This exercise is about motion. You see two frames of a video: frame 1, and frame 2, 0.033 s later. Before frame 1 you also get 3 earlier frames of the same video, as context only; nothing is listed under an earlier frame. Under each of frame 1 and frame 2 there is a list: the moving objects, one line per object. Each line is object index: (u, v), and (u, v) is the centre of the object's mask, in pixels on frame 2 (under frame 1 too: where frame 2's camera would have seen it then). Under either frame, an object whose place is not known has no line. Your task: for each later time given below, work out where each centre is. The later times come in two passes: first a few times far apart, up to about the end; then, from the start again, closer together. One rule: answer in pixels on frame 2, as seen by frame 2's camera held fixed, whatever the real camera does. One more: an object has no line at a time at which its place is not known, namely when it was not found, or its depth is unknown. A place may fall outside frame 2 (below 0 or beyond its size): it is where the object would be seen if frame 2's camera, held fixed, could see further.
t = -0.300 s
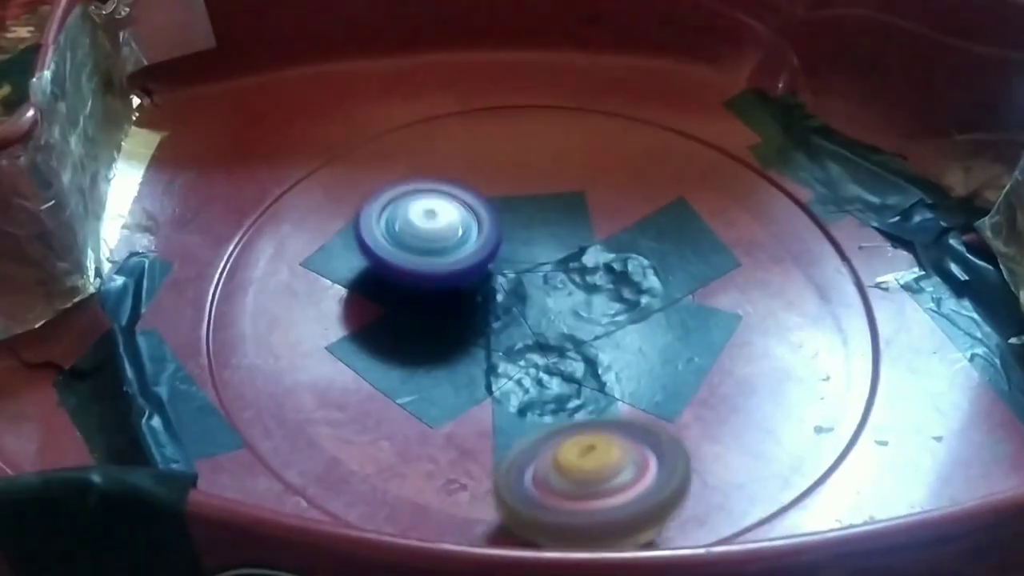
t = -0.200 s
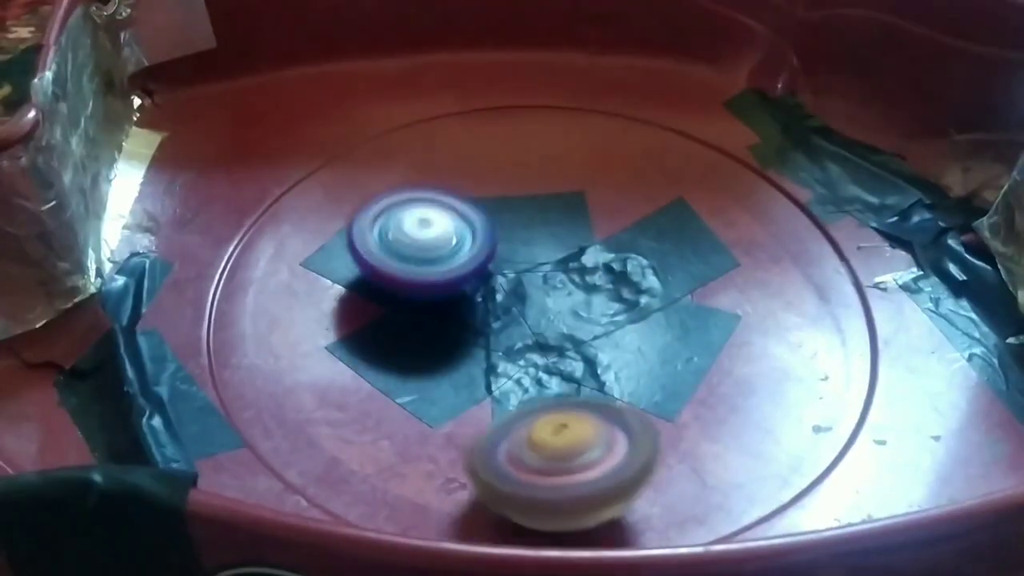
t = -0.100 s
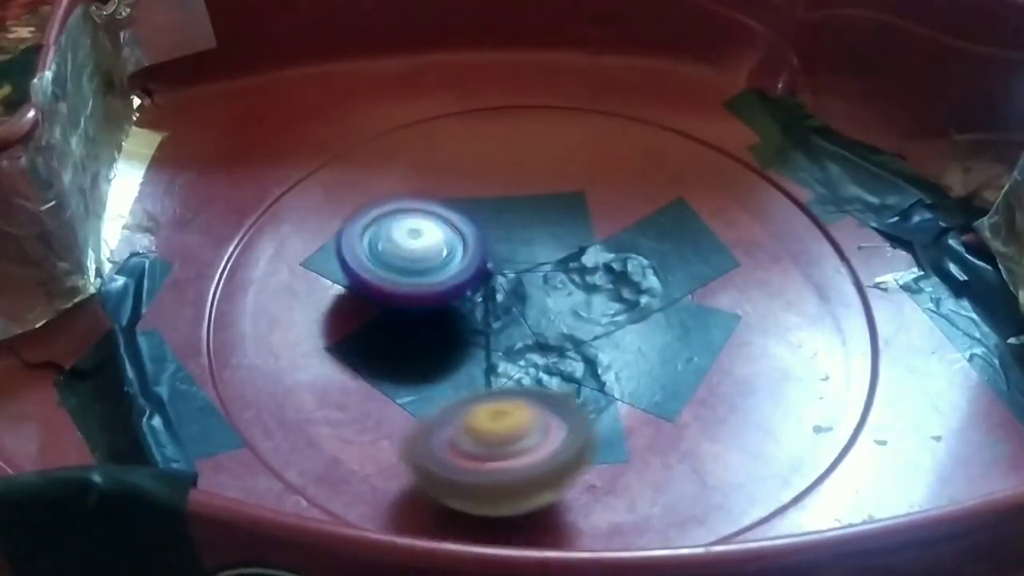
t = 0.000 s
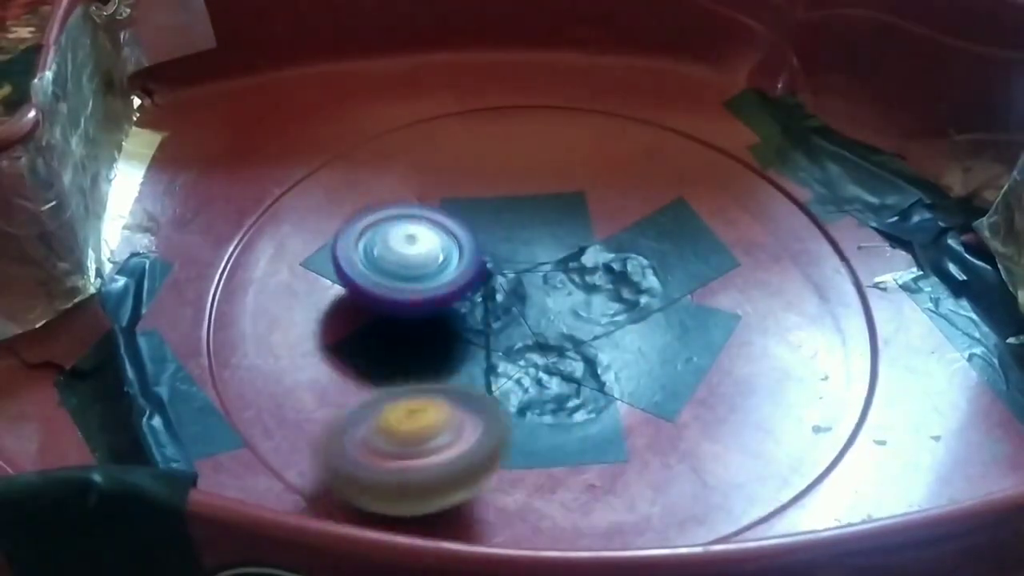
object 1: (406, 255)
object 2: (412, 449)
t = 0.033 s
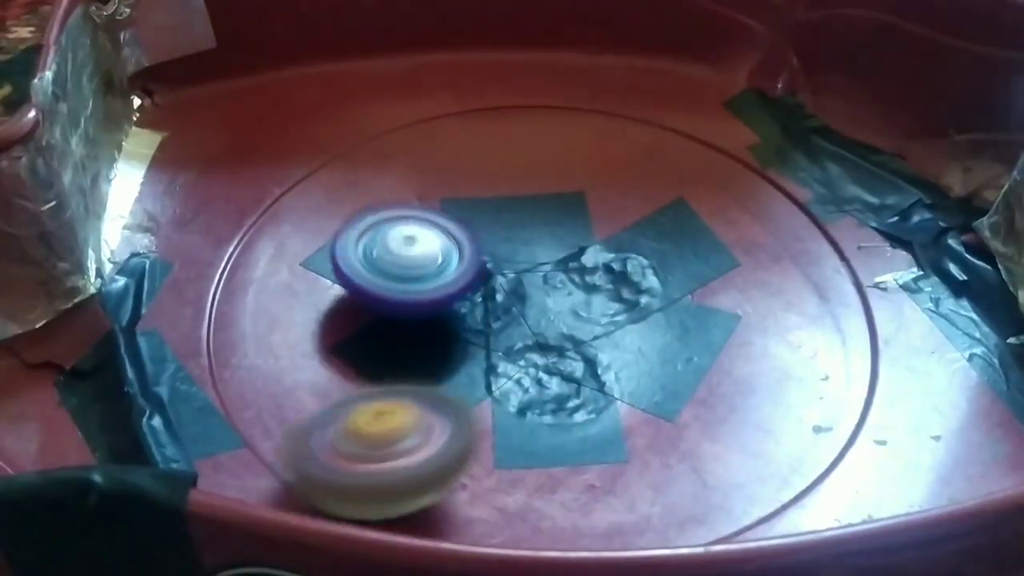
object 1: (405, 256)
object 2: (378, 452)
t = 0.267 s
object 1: (406, 254)
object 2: (257, 446)
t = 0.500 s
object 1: (411, 259)
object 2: (255, 454)
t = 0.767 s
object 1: (453, 308)
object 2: (286, 456)
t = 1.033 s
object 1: (454, 328)
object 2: (348, 437)
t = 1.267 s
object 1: (553, 328)
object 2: (288, 365)
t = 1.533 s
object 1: (563, 326)
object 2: (201, 274)
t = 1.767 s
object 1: (563, 332)
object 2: (191, 222)
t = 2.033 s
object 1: (562, 335)
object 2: (215, 224)
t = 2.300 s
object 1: (570, 344)
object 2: (478, 225)
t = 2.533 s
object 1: (564, 313)
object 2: (409, 91)
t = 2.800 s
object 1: (567, 313)
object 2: (179, 134)
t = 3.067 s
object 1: (786, 314)
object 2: (343, 352)
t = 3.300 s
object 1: (951, 302)
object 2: (587, 402)
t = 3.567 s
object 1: (948, 318)
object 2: (740, 143)
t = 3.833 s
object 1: (883, 319)
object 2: (340, 126)
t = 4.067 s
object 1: (758, 311)
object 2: (289, 433)
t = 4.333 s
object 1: (650, 279)
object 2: (919, 362)
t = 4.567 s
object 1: (651, 237)
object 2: (681, 137)
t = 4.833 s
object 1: (627, 218)
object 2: (212, 152)
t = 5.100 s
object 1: (604, 212)
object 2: (418, 408)
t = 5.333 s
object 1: (607, 213)
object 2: (807, 333)
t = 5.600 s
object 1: (603, 213)
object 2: (739, 136)
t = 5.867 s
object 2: (461, 97)
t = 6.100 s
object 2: (288, 246)
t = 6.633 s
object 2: (586, 308)
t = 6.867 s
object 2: (469, 178)
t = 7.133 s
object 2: (228, 208)
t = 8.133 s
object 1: (763, 168)
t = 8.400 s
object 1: (673, 187)
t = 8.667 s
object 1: (567, 157)
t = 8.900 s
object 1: (498, 185)
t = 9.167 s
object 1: (477, 121)
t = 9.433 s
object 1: (510, 129)
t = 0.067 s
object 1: (405, 255)
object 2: (349, 455)
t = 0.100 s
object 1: (407, 255)
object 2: (321, 452)
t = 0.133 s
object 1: (407, 254)
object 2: (305, 449)
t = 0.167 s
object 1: (407, 254)
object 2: (292, 448)
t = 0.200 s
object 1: (406, 254)
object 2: (279, 446)
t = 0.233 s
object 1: (405, 254)
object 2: (268, 445)
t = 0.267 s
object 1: (406, 254)
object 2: (257, 446)
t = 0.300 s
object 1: (404, 254)
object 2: (248, 448)
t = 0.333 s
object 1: (407, 254)
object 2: (240, 449)
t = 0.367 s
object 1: (406, 254)
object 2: (235, 452)
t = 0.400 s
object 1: (402, 254)
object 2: (235, 454)
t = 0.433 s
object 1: (403, 258)
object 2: (241, 454)
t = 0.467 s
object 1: (405, 257)
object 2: (249, 455)
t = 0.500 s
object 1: (411, 259)
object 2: (255, 454)
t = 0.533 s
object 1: (419, 265)
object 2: (260, 454)
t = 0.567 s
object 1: (424, 274)
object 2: (268, 453)
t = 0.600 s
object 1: (430, 281)
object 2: (275, 453)
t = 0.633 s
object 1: (438, 287)
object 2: (282, 454)
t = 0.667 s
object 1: (442, 290)
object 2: (286, 454)
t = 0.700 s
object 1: (447, 296)
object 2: (288, 456)
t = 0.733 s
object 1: (451, 301)
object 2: (288, 456)
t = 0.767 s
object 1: (453, 308)
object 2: (286, 456)
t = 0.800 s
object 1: (456, 314)
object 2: (284, 457)
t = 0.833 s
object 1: (457, 319)
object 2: (285, 457)
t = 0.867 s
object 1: (457, 323)
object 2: (288, 459)
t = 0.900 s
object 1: (456, 329)
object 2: (294, 459)
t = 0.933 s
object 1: (455, 332)
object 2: (305, 458)
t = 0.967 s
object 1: (452, 335)
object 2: (321, 453)
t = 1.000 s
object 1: (449, 335)
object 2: (341, 451)
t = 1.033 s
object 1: (454, 328)
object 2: (348, 437)
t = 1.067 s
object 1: (468, 313)
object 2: (339, 428)
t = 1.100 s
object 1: (481, 305)
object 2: (332, 421)
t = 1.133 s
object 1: (493, 303)
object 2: (324, 412)
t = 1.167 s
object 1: (509, 307)
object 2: (316, 400)
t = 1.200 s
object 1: (524, 315)
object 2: (308, 390)
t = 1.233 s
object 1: (538, 322)
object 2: (299, 377)
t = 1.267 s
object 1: (553, 328)
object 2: (288, 365)
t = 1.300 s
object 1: (566, 332)
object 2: (276, 355)
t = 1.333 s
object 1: (574, 340)
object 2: (262, 343)
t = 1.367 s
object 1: (576, 345)
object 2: (245, 331)
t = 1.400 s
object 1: (571, 345)
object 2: (228, 319)
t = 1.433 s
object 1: (559, 342)
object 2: (213, 304)
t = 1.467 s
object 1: (554, 337)
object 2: (207, 290)
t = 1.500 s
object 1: (557, 330)
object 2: (206, 280)
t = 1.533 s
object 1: (563, 326)
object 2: (201, 274)
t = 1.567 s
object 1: (567, 328)
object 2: (194, 262)
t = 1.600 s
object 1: (568, 336)
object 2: (182, 251)
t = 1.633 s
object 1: (569, 341)
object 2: (164, 241)
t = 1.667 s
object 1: (566, 342)
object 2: (165, 230)
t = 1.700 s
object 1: (563, 341)
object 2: (182, 230)
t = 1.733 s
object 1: (562, 337)
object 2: (190, 229)
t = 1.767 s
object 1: (563, 332)
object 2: (191, 222)
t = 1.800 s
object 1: (562, 333)
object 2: (191, 217)
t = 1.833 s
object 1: (562, 333)
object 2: (188, 213)
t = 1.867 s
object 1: (562, 333)
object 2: (182, 207)
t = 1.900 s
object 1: (562, 334)
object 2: (170, 203)
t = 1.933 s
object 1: (563, 335)
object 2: (166, 203)
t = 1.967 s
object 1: (563, 337)
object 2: (179, 211)
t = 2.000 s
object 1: (563, 337)
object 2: (197, 220)
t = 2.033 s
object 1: (562, 335)
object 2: (215, 224)
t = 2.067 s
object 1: (560, 334)
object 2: (240, 232)
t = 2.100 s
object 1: (559, 332)
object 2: (273, 241)
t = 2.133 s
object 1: (560, 330)
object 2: (312, 247)
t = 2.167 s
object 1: (559, 331)
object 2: (354, 256)
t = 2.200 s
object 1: (559, 331)
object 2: (392, 262)
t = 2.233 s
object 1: (559, 332)
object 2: (429, 259)
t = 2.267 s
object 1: (564, 339)
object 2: (459, 243)
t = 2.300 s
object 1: (570, 344)
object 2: (478, 225)
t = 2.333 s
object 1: (565, 345)
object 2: (489, 200)
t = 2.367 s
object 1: (558, 341)
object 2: (491, 177)
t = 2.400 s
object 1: (557, 331)
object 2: (487, 154)
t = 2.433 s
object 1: (558, 322)
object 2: (476, 136)
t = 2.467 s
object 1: (562, 320)
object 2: (459, 117)
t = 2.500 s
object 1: (564, 317)
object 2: (436, 103)
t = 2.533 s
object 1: (564, 313)
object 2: (409, 91)
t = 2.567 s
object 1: (566, 312)
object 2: (381, 86)
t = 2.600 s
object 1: (573, 313)
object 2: (349, 80)
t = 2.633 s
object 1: (580, 315)
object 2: (312, 78)
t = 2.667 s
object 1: (587, 319)
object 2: (274, 75)
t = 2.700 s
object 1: (584, 323)
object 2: (236, 87)
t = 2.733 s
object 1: (577, 323)
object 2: (203, 98)
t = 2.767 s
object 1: (572, 319)
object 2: (178, 114)
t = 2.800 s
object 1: (567, 313)
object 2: (179, 134)
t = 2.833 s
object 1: (567, 310)
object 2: (198, 161)
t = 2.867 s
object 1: (575, 309)
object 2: (224, 190)
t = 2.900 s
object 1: (581, 311)
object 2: (266, 236)
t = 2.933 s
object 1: (584, 317)
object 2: (322, 273)
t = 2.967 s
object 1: (583, 323)
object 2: (392, 315)
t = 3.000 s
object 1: (629, 320)
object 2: (392, 333)
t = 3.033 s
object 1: (714, 321)
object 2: (366, 340)
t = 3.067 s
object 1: (786, 314)
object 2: (343, 352)
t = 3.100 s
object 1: (848, 307)
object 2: (338, 361)
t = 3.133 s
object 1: (894, 298)
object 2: (346, 374)
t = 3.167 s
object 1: (919, 299)
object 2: (369, 386)
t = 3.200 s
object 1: (932, 297)
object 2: (403, 396)
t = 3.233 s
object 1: (941, 299)
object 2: (456, 407)
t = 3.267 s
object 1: (947, 300)
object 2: (523, 409)
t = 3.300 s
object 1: (951, 302)
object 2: (587, 402)
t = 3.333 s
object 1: (953, 305)
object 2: (656, 384)
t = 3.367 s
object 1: (953, 309)
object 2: (709, 356)
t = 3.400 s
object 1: (953, 314)
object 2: (755, 321)
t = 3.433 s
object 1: (952, 317)
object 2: (775, 279)
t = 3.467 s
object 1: (952, 320)
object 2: (783, 240)
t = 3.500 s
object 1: (951, 317)
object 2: (777, 204)
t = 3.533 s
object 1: (950, 320)
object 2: (764, 170)
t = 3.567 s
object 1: (948, 318)
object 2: (740, 143)
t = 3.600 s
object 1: (946, 320)
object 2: (708, 120)
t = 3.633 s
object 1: (944, 320)
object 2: (661, 96)
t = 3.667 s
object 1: (941, 319)
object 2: (614, 85)
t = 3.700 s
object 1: (936, 319)
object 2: (560, 78)
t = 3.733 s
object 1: (926, 319)
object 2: (507, 80)
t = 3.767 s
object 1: (911, 317)
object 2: (451, 87)
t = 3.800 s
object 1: (896, 319)
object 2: (393, 101)
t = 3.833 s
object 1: (883, 319)
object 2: (340, 126)
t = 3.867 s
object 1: (867, 321)
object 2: (289, 158)
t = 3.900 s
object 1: (848, 321)
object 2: (244, 206)
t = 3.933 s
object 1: (831, 320)
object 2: (222, 247)
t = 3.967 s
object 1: (812, 317)
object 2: (209, 298)
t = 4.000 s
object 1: (794, 315)
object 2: (216, 348)
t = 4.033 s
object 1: (775, 313)
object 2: (242, 395)
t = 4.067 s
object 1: (758, 311)
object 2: (289, 433)
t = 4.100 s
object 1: (740, 308)
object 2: (362, 460)
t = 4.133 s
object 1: (723, 305)
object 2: (441, 479)
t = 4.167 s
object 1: (707, 302)
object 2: (534, 489)
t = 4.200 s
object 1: (693, 298)
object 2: (634, 486)
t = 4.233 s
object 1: (679, 295)
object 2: (716, 468)
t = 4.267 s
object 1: (666, 291)
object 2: (822, 444)
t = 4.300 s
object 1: (656, 284)
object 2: (876, 404)
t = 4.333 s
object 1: (650, 279)
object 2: (919, 362)
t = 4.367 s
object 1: (650, 275)
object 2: (942, 329)
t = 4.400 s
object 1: (655, 267)
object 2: (952, 280)
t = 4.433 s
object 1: (661, 259)
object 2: (924, 234)
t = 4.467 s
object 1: (666, 254)
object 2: (865, 198)
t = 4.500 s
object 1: (663, 249)
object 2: (804, 170)
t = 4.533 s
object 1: (656, 244)
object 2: (738, 149)
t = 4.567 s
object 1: (651, 237)
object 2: (681, 137)
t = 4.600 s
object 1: (649, 229)
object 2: (610, 122)
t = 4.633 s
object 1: (649, 223)
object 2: (550, 112)
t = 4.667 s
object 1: (647, 223)
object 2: (489, 111)
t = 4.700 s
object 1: (645, 224)
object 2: (433, 115)
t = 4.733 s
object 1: (643, 221)
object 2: (371, 117)
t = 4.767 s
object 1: (640, 220)
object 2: (311, 126)
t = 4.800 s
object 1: (634, 218)
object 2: (263, 139)
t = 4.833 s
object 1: (627, 218)
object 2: (212, 152)
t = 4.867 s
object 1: (617, 217)
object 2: (158, 165)
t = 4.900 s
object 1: (612, 217)
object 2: (162, 192)
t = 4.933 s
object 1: (605, 214)
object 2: (193, 256)
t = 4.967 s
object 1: (602, 214)
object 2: (221, 296)
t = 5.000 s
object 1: (602, 212)
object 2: (255, 330)
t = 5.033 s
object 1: (603, 214)
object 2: (301, 361)
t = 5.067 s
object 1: (604, 215)
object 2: (359, 391)
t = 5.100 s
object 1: (604, 212)
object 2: (418, 408)
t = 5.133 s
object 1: (604, 214)
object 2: (480, 420)
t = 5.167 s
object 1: (605, 214)
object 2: (546, 422)
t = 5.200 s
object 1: (604, 214)
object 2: (611, 414)
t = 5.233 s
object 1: (606, 214)
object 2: (668, 400)
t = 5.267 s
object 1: (605, 213)
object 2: (721, 379)
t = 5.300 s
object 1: (604, 212)
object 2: (771, 354)
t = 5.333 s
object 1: (607, 213)
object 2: (807, 333)
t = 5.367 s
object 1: (606, 215)
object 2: (830, 313)
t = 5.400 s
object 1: (607, 216)
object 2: (855, 277)
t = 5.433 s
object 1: (607, 212)
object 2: (862, 250)
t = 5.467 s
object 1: (608, 210)
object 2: (852, 222)
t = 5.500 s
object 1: (608, 213)
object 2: (834, 194)
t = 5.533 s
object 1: (607, 216)
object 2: (807, 169)
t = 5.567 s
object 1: (607, 215)
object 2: (777, 149)
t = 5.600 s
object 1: (603, 213)
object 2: (739, 136)
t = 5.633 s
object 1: (602, 210)
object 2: (691, 125)
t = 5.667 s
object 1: (590, 218)
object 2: (658, 107)
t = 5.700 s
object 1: (564, 238)
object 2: (633, 74)
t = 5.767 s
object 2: (566, 60)
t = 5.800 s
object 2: (532, 65)
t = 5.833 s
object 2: (497, 76)
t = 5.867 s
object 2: (461, 97)
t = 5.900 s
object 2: (435, 117)
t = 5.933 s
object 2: (409, 144)
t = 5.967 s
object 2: (385, 174)
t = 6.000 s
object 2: (372, 202)
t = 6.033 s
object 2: (352, 226)
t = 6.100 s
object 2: (288, 246)
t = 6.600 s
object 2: (583, 334)
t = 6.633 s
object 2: (586, 308)
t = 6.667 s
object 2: (578, 283)
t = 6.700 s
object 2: (568, 264)
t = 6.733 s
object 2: (552, 246)
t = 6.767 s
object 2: (536, 228)
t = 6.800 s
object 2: (522, 210)
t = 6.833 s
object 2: (498, 192)
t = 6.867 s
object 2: (469, 178)
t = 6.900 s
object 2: (436, 168)
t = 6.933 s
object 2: (402, 162)
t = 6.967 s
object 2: (371, 160)
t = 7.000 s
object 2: (338, 159)
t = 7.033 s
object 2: (300, 162)
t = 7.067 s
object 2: (268, 171)
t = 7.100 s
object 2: (246, 187)
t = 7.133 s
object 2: (228, 208)
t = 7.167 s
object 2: (219, 227)
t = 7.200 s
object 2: (226, 251)
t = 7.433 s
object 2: (495, 356)
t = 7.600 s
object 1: (783, 258)
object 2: (621, 298)
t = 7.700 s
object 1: (793, 227)
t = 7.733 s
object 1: (791, 217)
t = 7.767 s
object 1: (788, 211)
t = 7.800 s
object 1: (783, 206)
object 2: (658, 302)
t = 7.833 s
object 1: (779, 200)
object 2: (666, 285)
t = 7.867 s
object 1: (789, 187)
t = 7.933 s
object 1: (802, 156)
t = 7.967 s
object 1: (799, 154)
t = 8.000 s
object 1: (795, 155)
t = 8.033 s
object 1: (789, 158)
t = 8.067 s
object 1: (783, 158)
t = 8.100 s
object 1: (771, 163)
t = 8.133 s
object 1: (763, 168)
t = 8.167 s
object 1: (753, 168)
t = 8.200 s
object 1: (742, 170)
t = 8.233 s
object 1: (730, 173)
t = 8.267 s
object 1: (719, 176)
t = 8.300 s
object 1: (707, 176)
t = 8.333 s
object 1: (694, 179)
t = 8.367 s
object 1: (683, 183)
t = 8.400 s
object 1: (673, 187)
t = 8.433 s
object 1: (661, 189)
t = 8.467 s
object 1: (649, 193)
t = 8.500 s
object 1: (638, 200)
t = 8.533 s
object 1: (626, 203)
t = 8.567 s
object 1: (614, 203)
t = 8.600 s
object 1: (596, 190)
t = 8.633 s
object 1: (582, 170)
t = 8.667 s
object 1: (567, 157)
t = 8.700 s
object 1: (551, 152)
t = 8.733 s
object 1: (539, 155)
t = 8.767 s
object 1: (532, 160)
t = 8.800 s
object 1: (525, 165)
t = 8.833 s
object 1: (516, 171)
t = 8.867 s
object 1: (508, 176)
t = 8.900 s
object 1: (498, 185)
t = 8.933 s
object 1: (492, 193)
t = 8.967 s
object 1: (485, 200)
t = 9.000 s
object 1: (477, 207)
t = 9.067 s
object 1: (459, 223)
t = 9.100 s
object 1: (465, 192)
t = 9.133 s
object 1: (472, 154)
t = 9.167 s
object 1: (477, 121)
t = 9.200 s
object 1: (482, 102)
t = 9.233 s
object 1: (486, 92)
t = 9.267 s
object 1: (488, 92)
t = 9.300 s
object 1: (491, 96)
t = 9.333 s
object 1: (496, 103)
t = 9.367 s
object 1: (501, 111)
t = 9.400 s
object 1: (505, 120)
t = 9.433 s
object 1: (510, 129)
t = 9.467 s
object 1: (515, 139)
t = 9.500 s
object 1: (521, 151)
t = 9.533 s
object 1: (527, 162)
